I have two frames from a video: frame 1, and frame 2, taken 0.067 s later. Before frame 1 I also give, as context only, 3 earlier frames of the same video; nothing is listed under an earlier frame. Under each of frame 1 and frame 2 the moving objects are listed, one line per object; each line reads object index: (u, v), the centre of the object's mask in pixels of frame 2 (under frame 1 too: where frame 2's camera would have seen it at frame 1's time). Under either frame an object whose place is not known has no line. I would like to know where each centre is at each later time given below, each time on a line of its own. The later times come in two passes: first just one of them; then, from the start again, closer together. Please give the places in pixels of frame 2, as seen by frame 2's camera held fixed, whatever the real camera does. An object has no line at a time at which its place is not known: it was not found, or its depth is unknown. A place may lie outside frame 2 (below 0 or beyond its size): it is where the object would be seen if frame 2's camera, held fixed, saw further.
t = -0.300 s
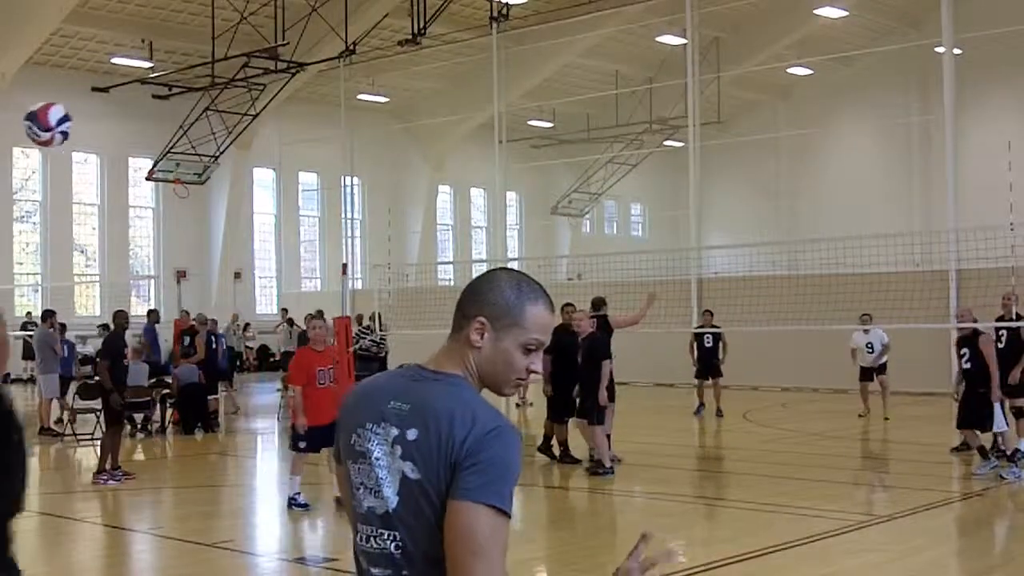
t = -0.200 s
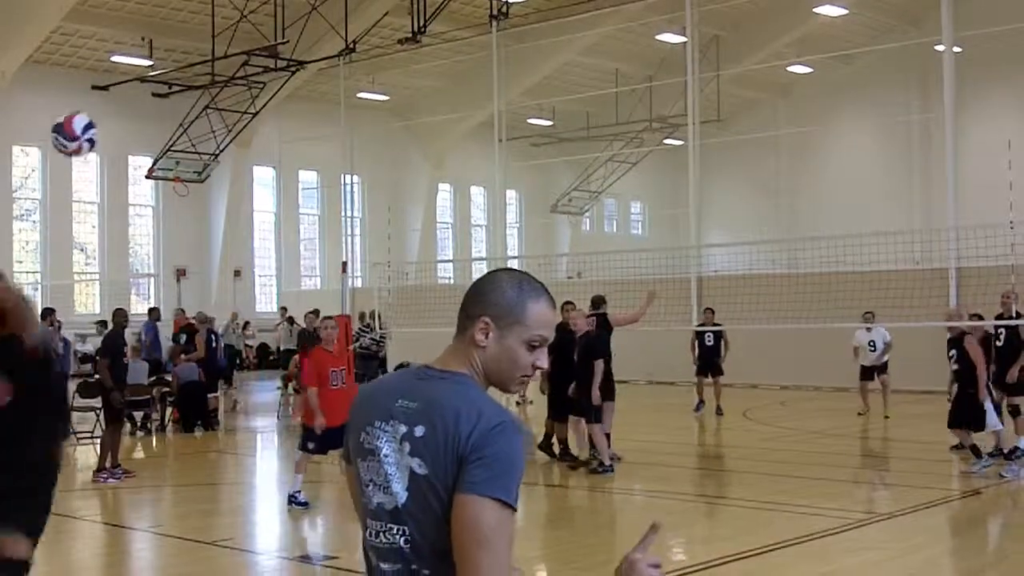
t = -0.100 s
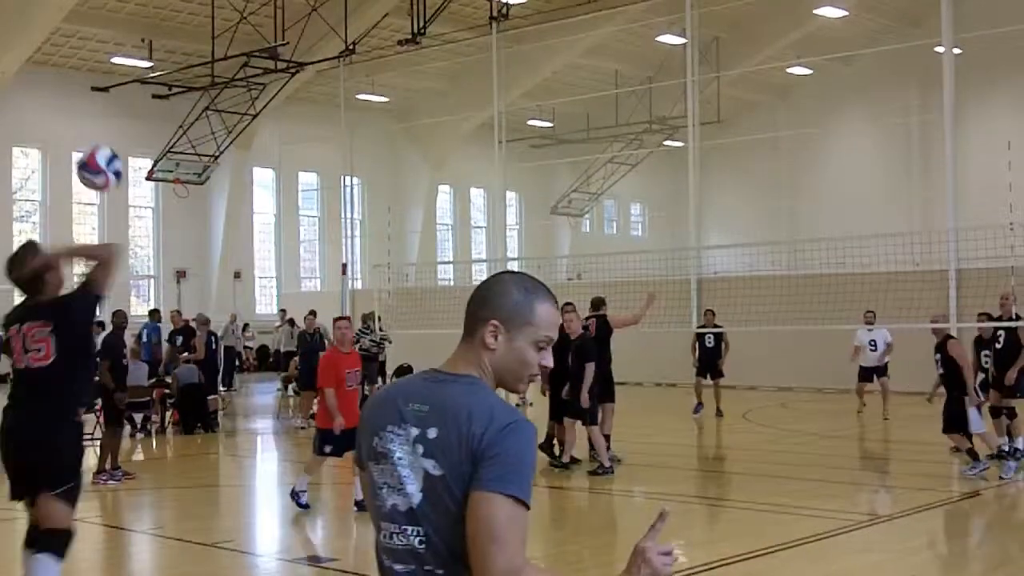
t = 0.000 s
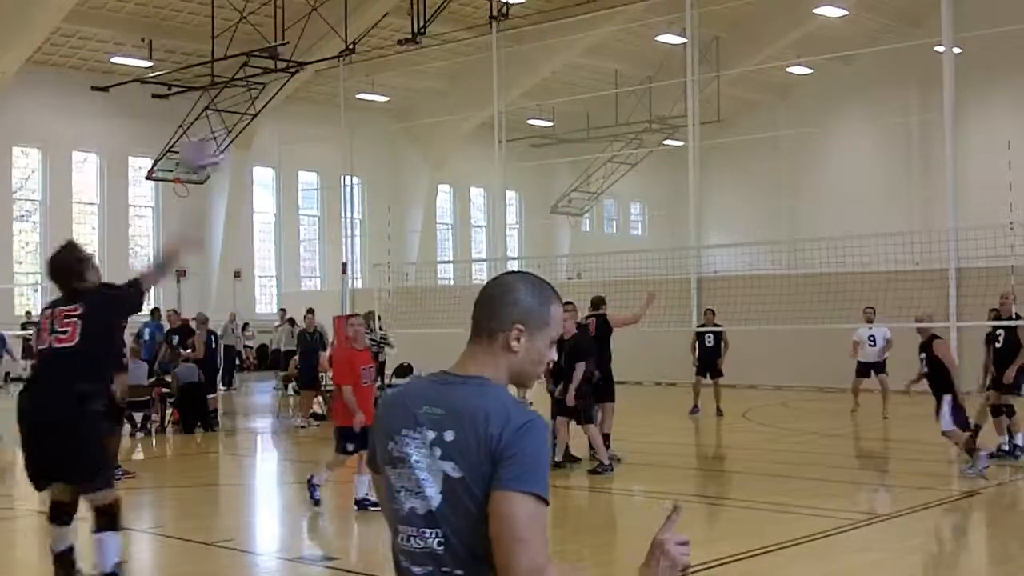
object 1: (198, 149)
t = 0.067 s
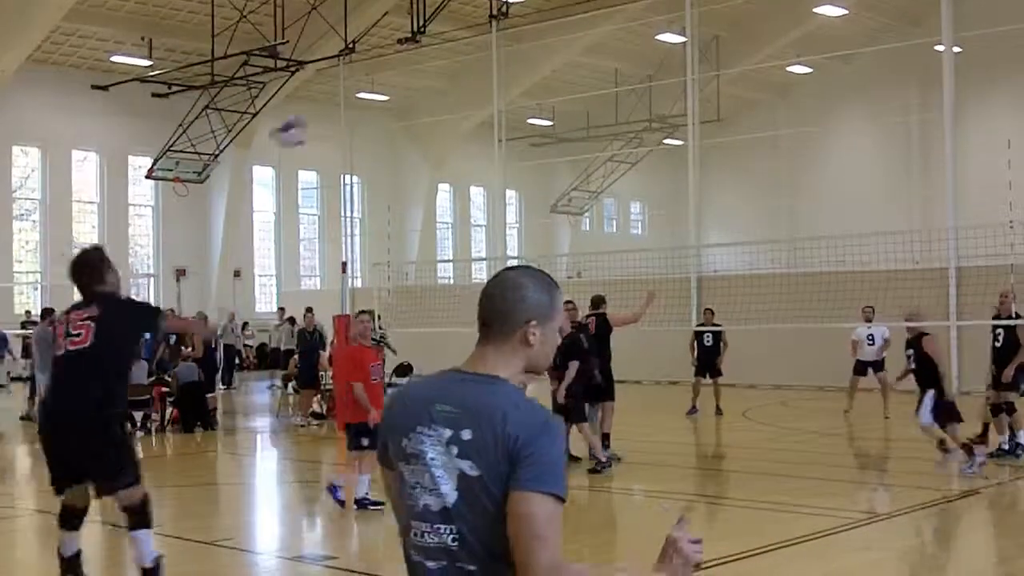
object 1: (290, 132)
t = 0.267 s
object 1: (447, 111)
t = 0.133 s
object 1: (345, 109)
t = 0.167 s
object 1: (372, 113)
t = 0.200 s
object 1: (399, 106)
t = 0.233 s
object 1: (423, 110)
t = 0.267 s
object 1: (447, 111)
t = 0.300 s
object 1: (463, 117)
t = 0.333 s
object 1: (478, 117)
